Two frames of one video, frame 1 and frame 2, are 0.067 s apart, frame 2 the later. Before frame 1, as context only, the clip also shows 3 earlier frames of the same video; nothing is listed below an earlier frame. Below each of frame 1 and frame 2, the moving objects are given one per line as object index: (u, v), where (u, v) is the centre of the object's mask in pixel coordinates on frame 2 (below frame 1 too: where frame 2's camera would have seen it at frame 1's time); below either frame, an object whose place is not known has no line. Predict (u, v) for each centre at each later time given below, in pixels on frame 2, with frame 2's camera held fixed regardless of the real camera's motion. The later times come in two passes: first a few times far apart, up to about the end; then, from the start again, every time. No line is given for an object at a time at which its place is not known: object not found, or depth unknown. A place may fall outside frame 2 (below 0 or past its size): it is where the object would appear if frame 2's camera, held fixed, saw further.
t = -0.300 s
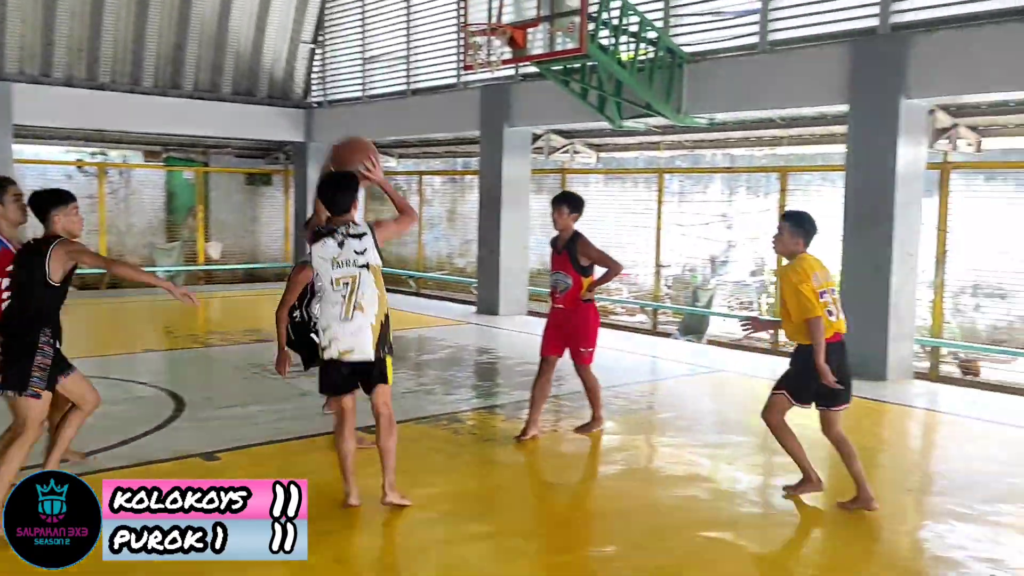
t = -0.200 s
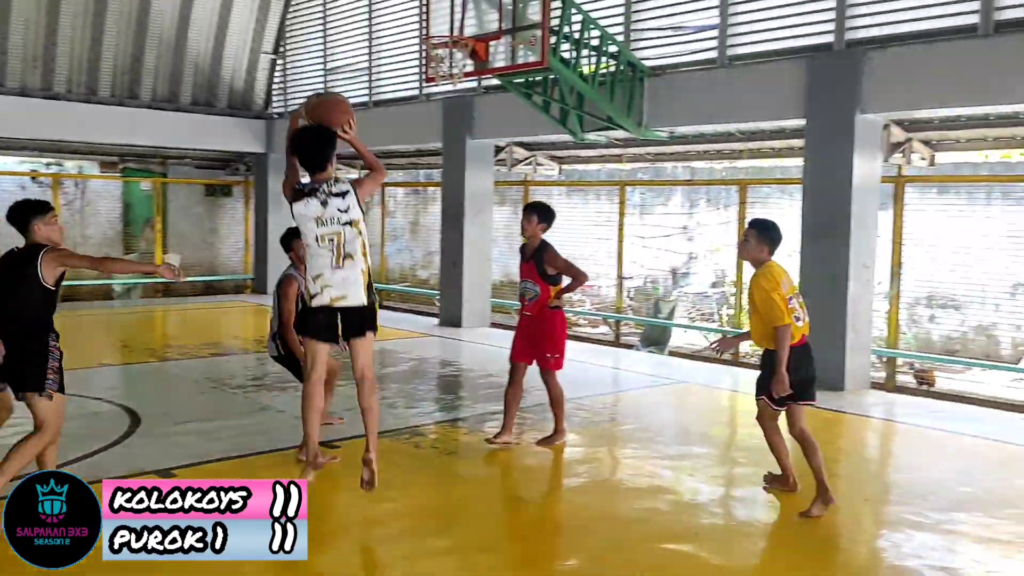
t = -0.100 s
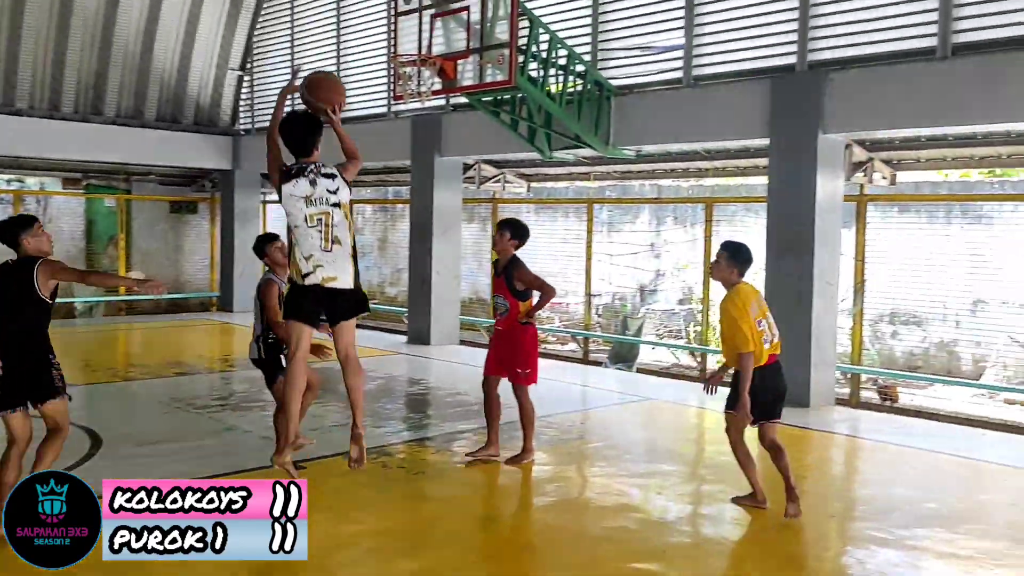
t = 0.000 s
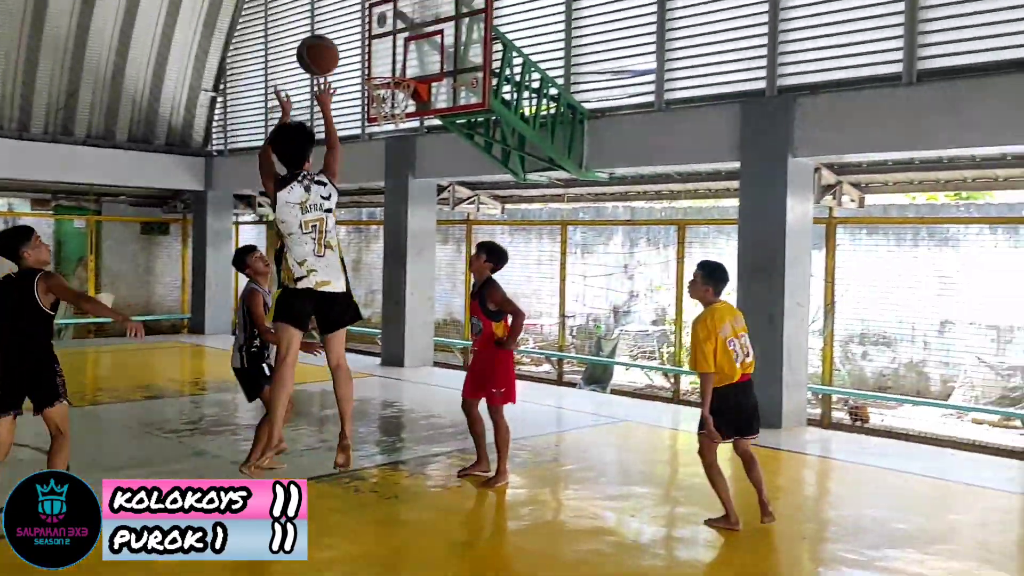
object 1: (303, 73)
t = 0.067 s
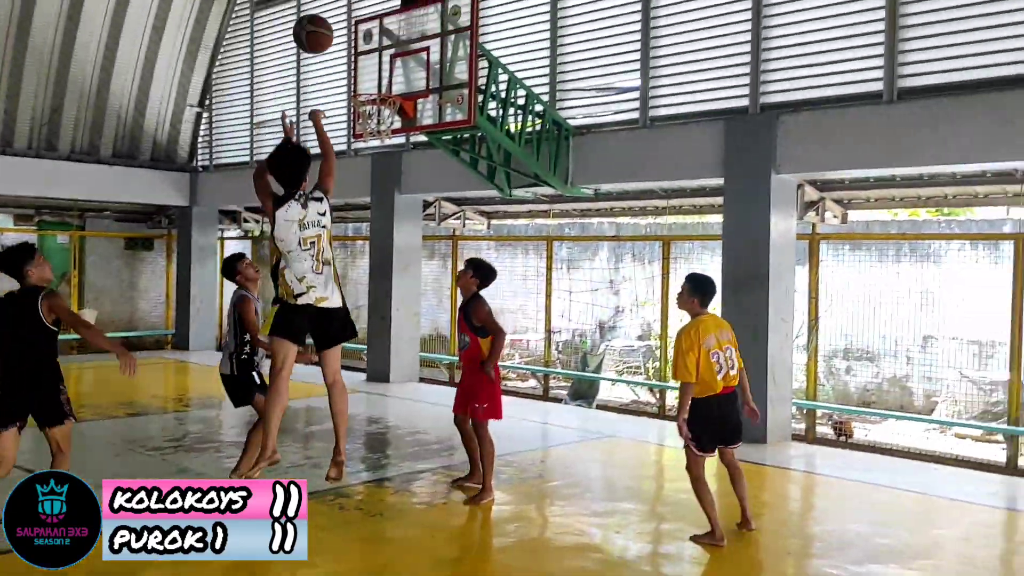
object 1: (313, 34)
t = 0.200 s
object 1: (329, -12)
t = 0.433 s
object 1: (349, -18)
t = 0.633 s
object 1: (362, 28)
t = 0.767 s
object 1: (369, 76)
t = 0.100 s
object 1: (317, 19)
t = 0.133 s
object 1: (321, 6)
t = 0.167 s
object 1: (325, -4)
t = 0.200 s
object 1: (329, -12)
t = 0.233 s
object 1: (332, -18)
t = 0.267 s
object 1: (335, -22)
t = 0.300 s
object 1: (338, -24)
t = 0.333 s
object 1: (341, -25)
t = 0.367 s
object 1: (344, -25)
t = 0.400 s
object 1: (347, -22)
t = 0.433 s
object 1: (349, -18)
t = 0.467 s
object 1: (352, -14)
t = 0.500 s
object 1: (354, -7)
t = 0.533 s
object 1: (356, 0)
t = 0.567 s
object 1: (358, 8)
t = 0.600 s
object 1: (360, 17)
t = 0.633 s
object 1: (362, 28)
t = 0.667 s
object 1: (364, 39)
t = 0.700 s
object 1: (366, 49)
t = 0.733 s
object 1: (367, 62)
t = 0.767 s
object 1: (369, 76)
